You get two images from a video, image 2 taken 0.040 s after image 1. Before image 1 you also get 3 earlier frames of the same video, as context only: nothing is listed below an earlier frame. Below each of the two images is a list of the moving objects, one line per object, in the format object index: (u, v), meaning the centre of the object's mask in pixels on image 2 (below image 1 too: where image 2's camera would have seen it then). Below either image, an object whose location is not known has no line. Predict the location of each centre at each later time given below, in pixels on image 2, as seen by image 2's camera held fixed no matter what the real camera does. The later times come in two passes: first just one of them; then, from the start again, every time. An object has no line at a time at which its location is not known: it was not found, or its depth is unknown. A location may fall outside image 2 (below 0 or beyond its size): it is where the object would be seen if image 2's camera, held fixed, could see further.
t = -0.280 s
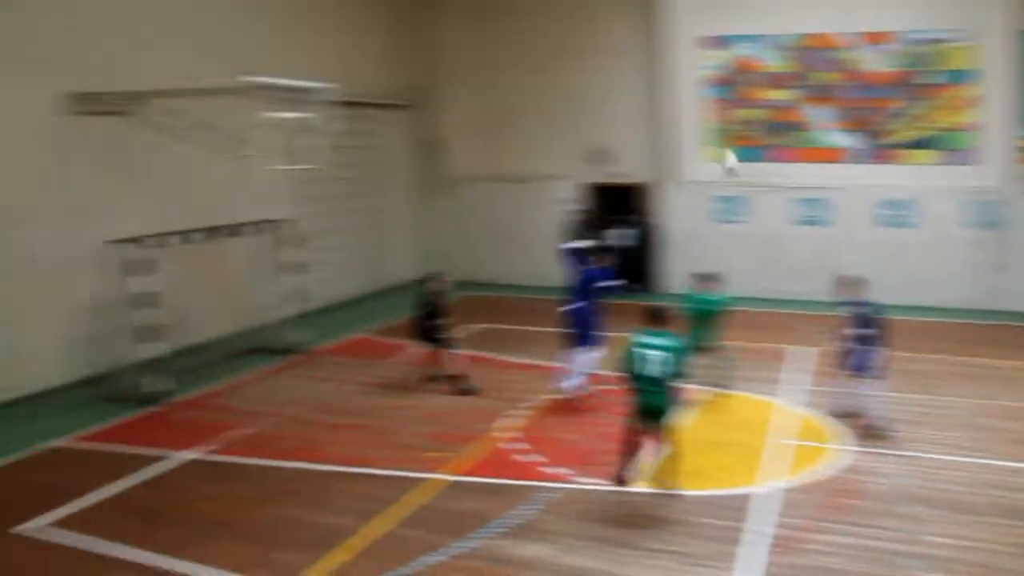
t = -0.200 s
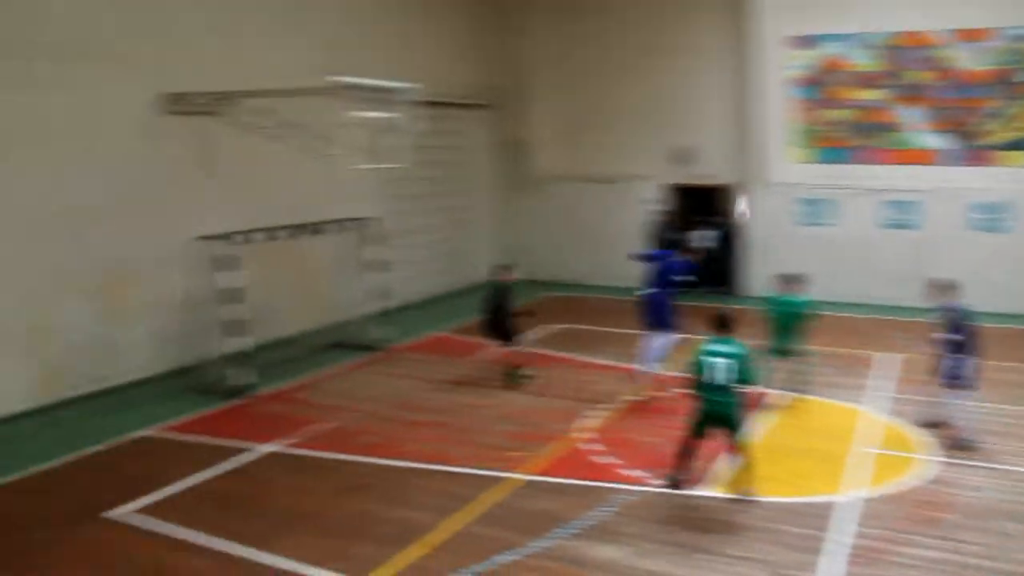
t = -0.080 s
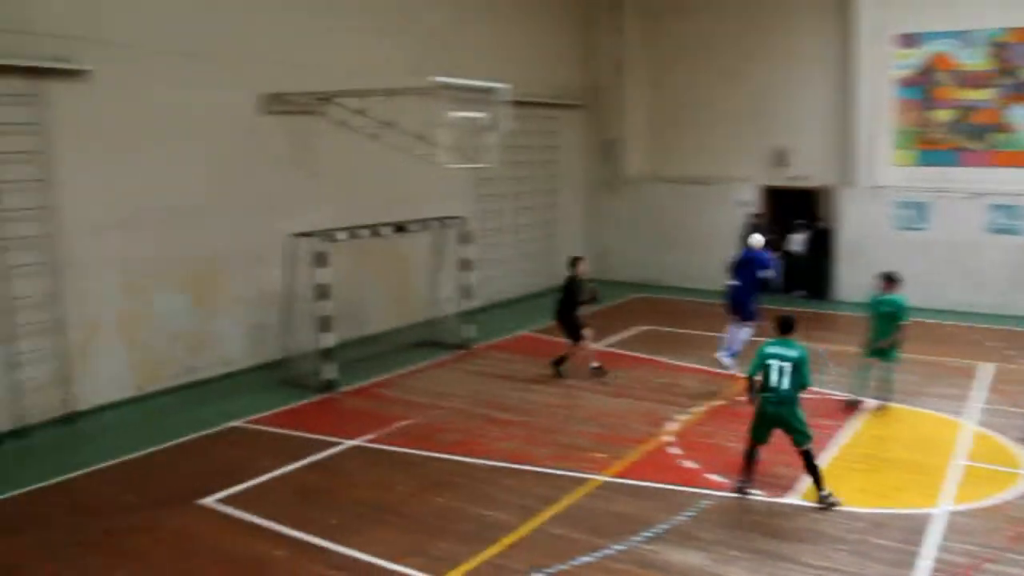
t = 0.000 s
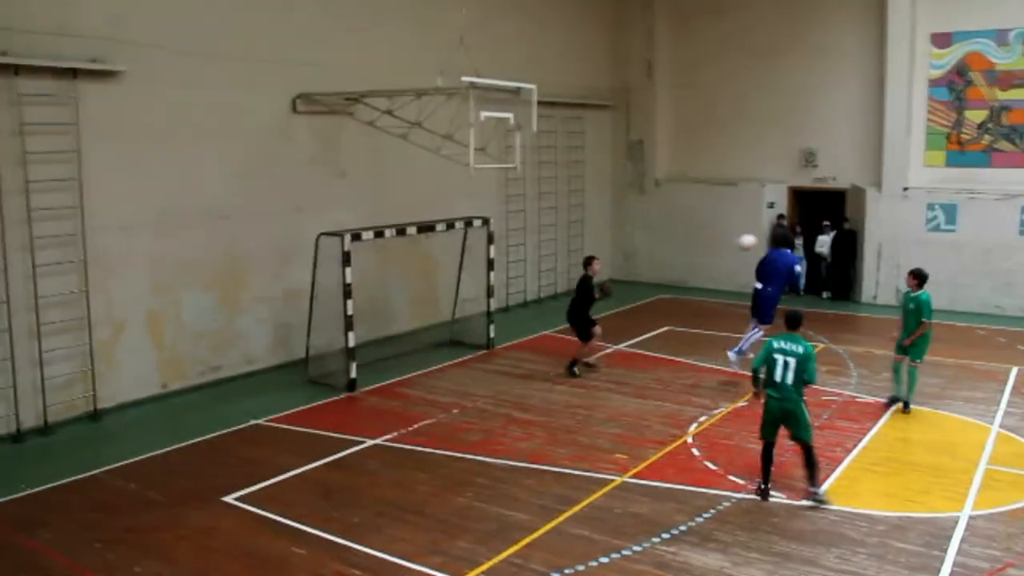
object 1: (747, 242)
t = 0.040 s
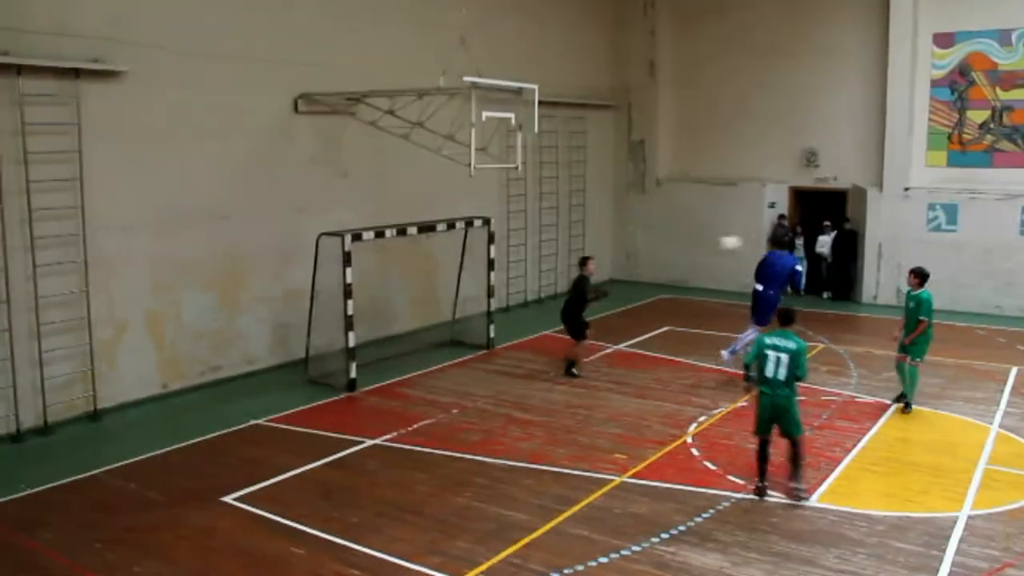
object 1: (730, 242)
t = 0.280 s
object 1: (620, 282)
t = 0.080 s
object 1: (711, 246)
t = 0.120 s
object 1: (694, 251)
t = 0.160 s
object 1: (675, 256)
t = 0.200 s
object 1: (658, 263)
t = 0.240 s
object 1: (639, 272)
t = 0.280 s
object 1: (620, 282)
